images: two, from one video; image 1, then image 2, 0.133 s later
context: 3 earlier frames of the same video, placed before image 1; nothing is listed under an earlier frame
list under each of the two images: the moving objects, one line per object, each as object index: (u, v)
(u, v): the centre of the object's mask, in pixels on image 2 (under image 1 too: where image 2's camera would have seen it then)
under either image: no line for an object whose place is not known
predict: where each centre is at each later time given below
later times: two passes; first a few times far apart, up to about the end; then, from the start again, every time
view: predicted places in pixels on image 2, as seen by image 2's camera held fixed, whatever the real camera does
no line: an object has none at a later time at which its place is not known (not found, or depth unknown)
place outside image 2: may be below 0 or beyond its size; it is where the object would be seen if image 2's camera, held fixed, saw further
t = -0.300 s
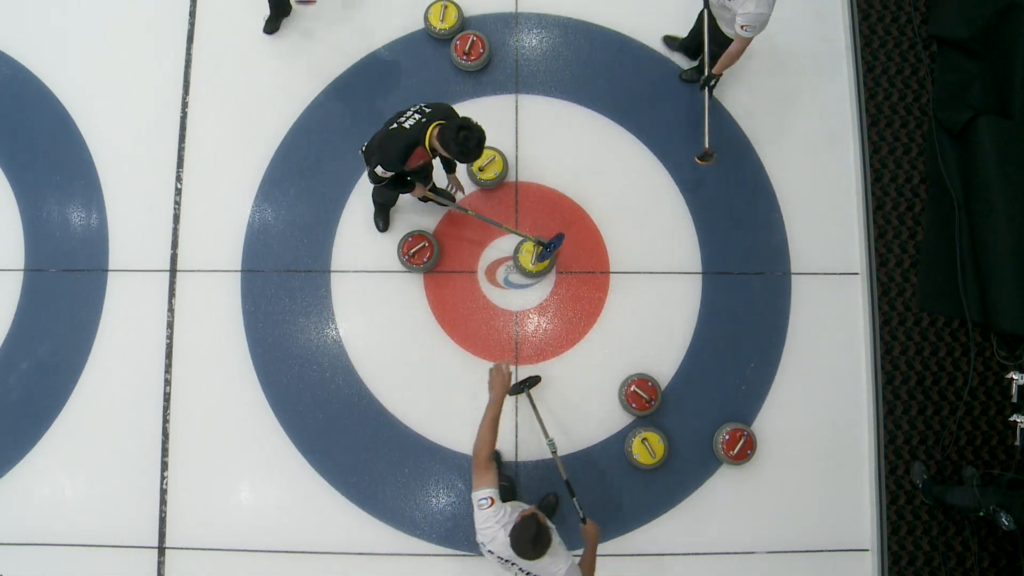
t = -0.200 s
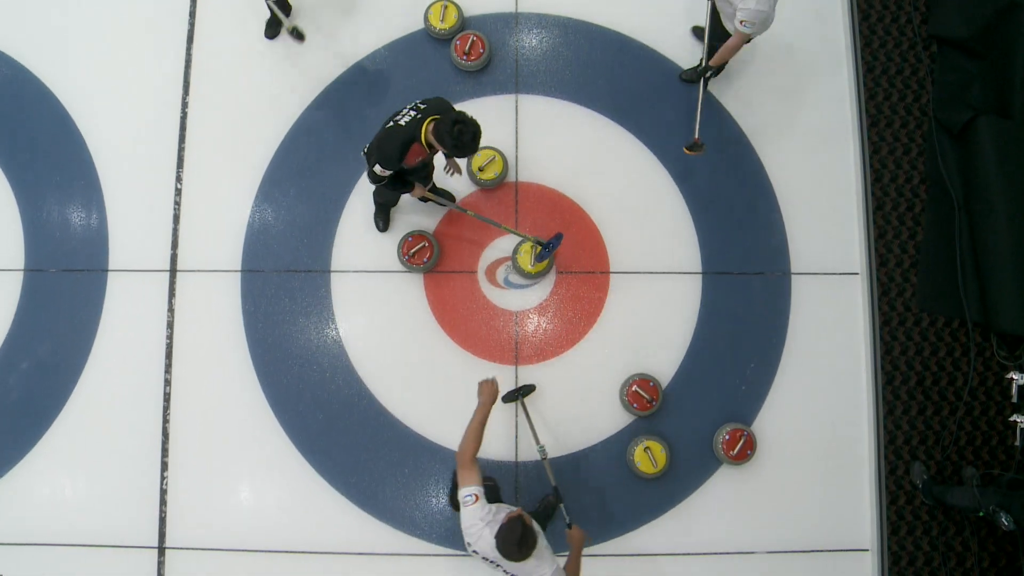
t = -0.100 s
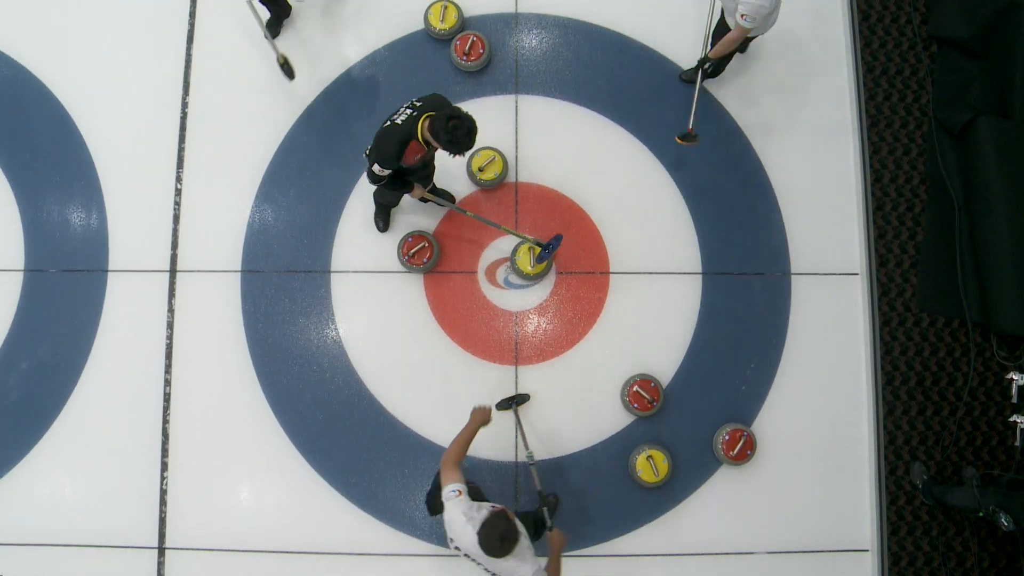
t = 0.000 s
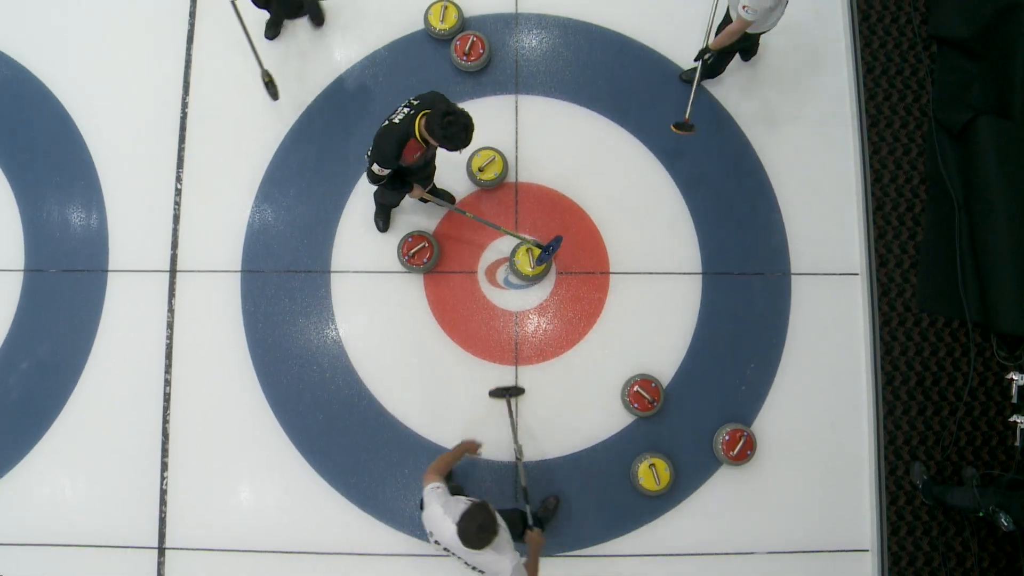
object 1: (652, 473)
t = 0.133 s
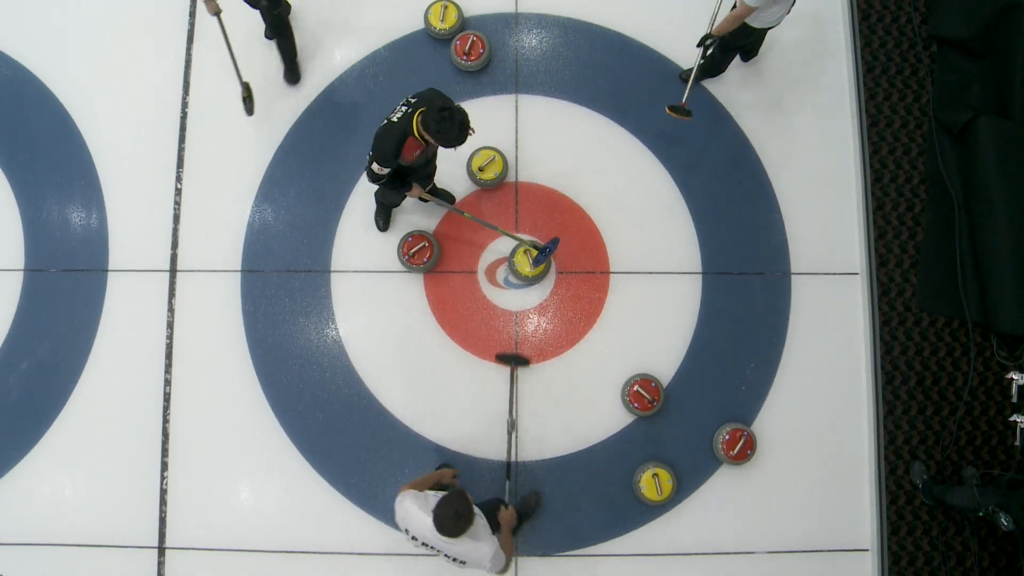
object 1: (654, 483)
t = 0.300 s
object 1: (657, 495)
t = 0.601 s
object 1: (660, 514)
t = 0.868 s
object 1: (663, 530)
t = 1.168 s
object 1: (665, 545)
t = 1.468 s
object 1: (666, 555)
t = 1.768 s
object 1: (666, 560)
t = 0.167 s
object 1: (655, 486)
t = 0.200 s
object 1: (655, 488)
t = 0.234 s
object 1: (656, 491)
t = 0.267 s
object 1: (656, 493)
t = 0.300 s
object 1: (657, 495)
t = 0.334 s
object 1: (657, 498)
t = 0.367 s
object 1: (658, 500)
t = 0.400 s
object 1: (658, 502)
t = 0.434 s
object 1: (659, 504)
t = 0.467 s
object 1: (659, 506)
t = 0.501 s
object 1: (659, 508)
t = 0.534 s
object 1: (660, 510)
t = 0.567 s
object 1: (660, 512)
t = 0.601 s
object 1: (660, 514)
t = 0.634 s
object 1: (661, 516)
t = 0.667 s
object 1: (661, 518)
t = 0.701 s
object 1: (661, 520)
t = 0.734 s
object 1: (662, 522)
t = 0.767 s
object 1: (662, 524)
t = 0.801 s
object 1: (662, 526)
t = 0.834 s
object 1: (663, 528)
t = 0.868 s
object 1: (663, 530)
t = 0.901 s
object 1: (663, 532)
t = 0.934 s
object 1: (663, 534)
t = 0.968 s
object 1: (664, 535)
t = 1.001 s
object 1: (664, 537)
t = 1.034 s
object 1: (664, 539)
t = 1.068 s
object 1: (664, 541)
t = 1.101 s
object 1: (664, 542)
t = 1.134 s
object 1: (665, 544)
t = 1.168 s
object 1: (665, 545)
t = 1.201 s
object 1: (665, 547)
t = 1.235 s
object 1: (665, 549)
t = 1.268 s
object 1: (665, 550)
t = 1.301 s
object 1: (665, 551)
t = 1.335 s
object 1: (666, 552)
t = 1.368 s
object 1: (666, 553)
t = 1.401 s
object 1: (666, 554)
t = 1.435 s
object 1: (666, 555)
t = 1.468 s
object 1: (666, 555)
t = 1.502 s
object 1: (666, 556)
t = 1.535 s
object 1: (666, 557)
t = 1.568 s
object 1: (666, 557)
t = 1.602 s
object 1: (666, 558)
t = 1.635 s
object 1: (666, 558)
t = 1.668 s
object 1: (666, 559)
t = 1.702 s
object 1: (666, 560)
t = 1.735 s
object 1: (666, 560)
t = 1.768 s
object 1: (666, 560)
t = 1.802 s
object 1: (666, 561)
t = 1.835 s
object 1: (666, 561)
